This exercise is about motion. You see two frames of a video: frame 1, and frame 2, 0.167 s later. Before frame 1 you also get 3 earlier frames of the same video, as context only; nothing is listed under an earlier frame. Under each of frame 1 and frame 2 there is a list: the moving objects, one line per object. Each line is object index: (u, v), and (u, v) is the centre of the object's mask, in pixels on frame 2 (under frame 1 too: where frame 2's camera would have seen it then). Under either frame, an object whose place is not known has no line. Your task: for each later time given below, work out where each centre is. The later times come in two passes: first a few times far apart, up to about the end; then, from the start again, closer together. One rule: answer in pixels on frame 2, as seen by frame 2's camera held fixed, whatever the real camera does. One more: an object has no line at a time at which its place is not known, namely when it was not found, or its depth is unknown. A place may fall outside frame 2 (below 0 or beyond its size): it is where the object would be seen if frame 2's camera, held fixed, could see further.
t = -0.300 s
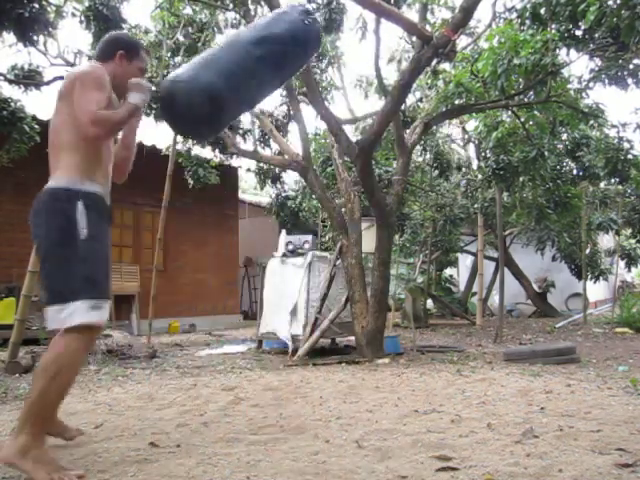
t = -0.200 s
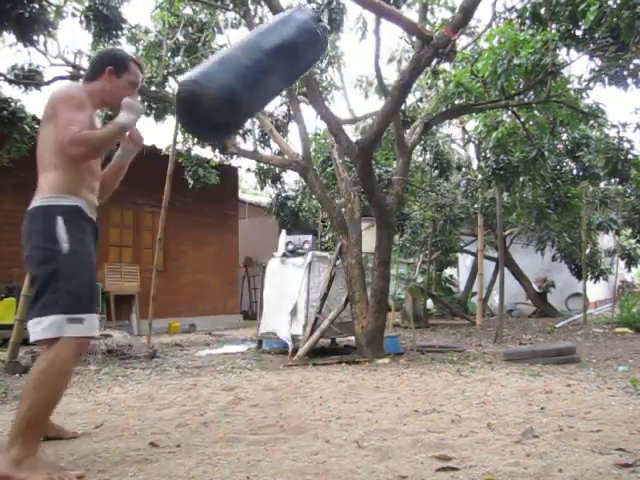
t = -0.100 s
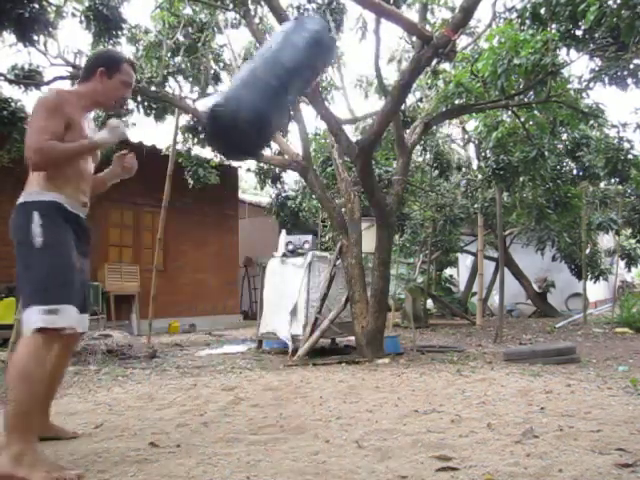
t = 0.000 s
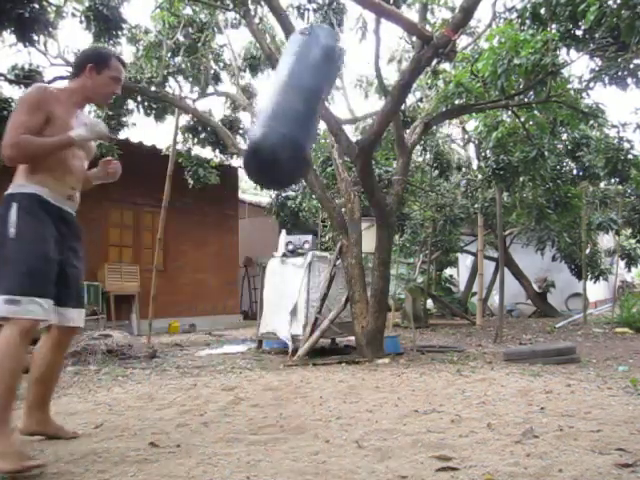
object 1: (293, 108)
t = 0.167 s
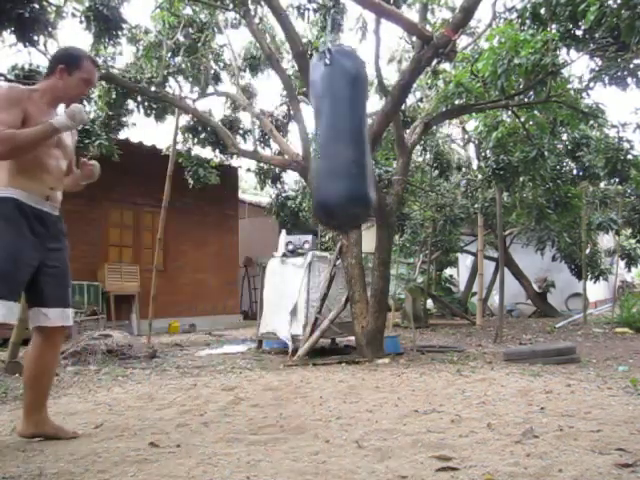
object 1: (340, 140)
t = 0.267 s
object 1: (362, 147)
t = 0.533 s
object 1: (391, 138)
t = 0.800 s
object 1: (385, 129)
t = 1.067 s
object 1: (360, 145)
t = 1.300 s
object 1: (325, 150)
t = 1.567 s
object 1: (282, 112)
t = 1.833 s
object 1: (276, 82)
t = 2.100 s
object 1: (312, 115)
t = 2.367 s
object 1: (354, 149)
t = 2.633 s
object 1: (372, 142)
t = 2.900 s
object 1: (371, 135)
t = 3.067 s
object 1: (364, 142)
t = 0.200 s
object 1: (348, 143)
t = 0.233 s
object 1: (355, 145)
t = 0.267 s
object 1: (362, 147)
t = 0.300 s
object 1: (369, 148)
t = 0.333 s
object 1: (374, 148)
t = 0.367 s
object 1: (379, 147)
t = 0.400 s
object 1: (382, 147)
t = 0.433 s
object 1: (385, 145)
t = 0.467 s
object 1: (388, 143)
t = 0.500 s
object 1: (390, 140)
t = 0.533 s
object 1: (391, 138)
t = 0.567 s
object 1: (391, 135)
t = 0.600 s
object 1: (392, 134)
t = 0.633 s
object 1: (391, 132)
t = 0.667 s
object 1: (391, 130)
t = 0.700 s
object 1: (390, 130)
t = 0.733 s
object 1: (388, 129)
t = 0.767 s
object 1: (386, 128)
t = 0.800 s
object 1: (385, 129)
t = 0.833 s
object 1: (383, 130)
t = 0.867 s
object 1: (380, 132)
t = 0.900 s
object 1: (378, 134)
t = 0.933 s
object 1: (375, 135)
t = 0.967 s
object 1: (372, 137)
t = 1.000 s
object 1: (368, 140)
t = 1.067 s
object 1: (360, 145)
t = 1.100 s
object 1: (357, 147)
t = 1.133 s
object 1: (352, 149)
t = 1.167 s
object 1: (348, 151)
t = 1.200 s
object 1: (343, 152)
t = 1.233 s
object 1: (336, 152)
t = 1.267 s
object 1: (331, 152)
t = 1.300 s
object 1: (325, 150)
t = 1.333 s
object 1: (319, 147)
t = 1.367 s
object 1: (313, 144)
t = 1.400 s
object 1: (307, 141)
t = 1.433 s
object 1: (301, 137)
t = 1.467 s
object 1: (296, 131)
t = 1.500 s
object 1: (291, 124)
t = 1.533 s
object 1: (287, 118)
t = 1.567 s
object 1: (282, 112)
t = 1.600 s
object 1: (279, 105)
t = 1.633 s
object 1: (276, 100)
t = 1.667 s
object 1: (276, 93)
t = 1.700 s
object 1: (274, 89)
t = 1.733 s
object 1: (274, 85)
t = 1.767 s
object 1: (273, 84)
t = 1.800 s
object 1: (274, 83)
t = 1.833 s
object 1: (276, 82)
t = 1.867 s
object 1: (278, 84)
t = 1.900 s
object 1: (281, 86)
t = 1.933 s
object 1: (286, 88)
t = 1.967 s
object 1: (289, 93)
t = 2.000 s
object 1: (295, 98)
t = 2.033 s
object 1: (300, 103)
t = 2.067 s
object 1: (305, 111)
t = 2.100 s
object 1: (312, 115)
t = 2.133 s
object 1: (318, 123)
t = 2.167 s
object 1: (324, 127)
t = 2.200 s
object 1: (330, 134)
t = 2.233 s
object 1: (335, 139)
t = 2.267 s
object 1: (340, 143)
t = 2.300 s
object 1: (345, 146)
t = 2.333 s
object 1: (349, 148)
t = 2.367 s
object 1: (354, 149)
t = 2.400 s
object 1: (356, 149)
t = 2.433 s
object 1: (360, 151)
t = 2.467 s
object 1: (364, 150)
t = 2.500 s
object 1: (366, 148)
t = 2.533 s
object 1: (368, 147)
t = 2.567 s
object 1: (370, 145)
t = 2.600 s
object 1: (371, 143)
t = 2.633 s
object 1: (372, 142)
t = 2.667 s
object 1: (372, 140)
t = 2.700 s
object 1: (373, 138)
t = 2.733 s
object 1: (373, 138)
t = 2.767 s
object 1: (373, 137)
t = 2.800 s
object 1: (373, 135)
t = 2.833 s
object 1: (372, 136)
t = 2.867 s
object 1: (372, 136)
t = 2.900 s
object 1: (371, 135)
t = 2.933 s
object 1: (370, 136)
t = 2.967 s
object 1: (369, 138)
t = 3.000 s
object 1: (368, 138)
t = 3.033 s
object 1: (366, 140)
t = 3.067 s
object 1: (364, 142)
